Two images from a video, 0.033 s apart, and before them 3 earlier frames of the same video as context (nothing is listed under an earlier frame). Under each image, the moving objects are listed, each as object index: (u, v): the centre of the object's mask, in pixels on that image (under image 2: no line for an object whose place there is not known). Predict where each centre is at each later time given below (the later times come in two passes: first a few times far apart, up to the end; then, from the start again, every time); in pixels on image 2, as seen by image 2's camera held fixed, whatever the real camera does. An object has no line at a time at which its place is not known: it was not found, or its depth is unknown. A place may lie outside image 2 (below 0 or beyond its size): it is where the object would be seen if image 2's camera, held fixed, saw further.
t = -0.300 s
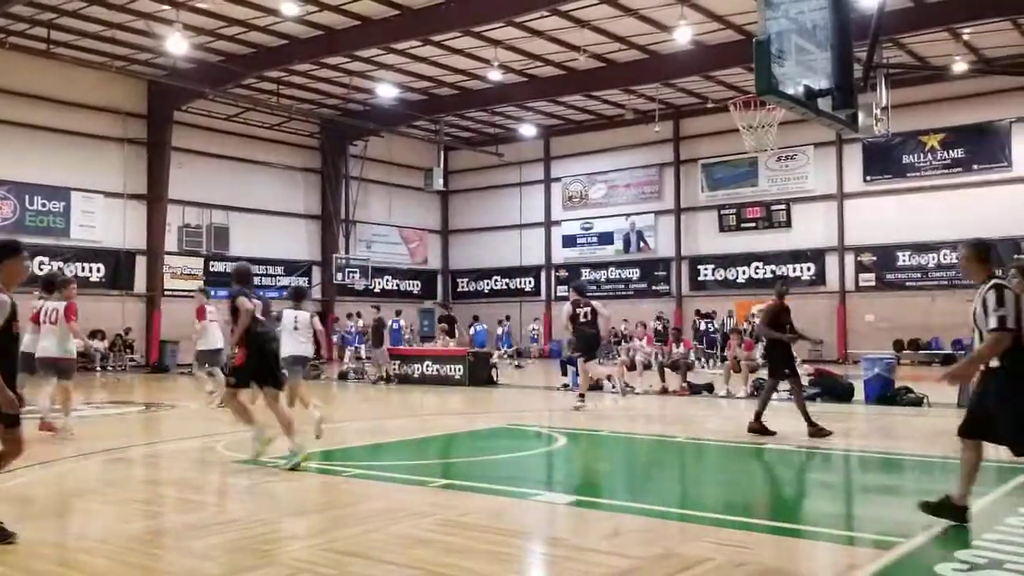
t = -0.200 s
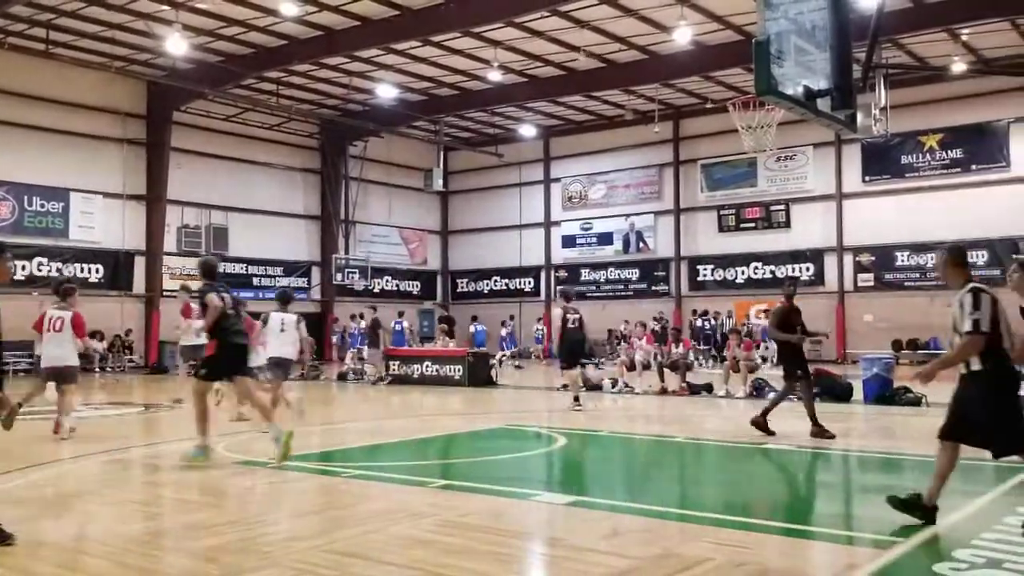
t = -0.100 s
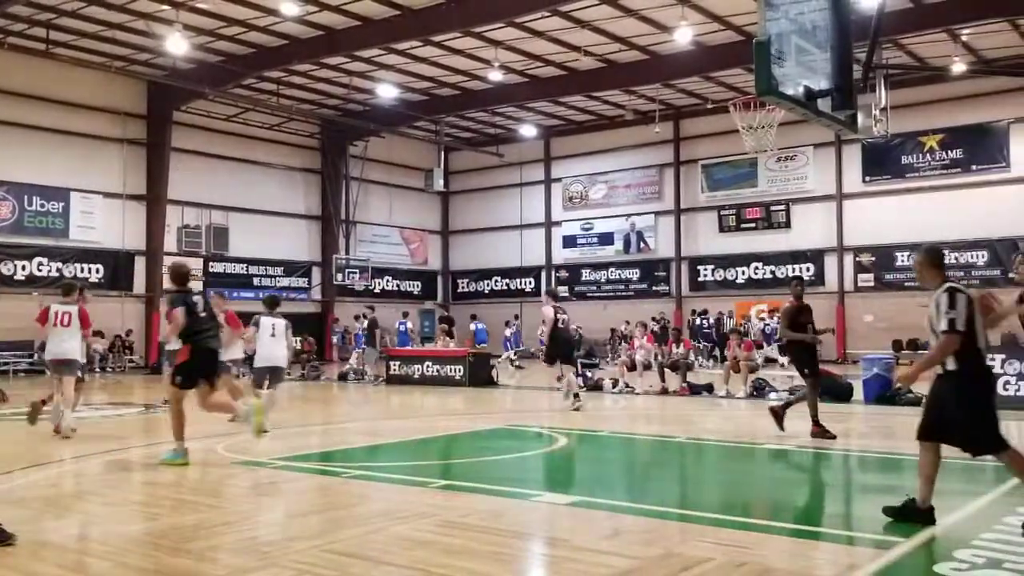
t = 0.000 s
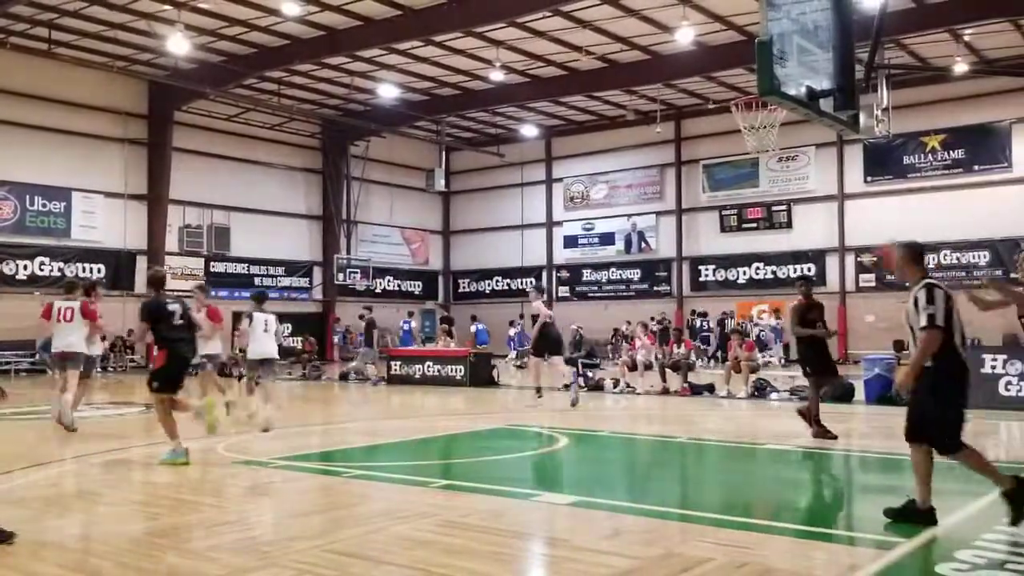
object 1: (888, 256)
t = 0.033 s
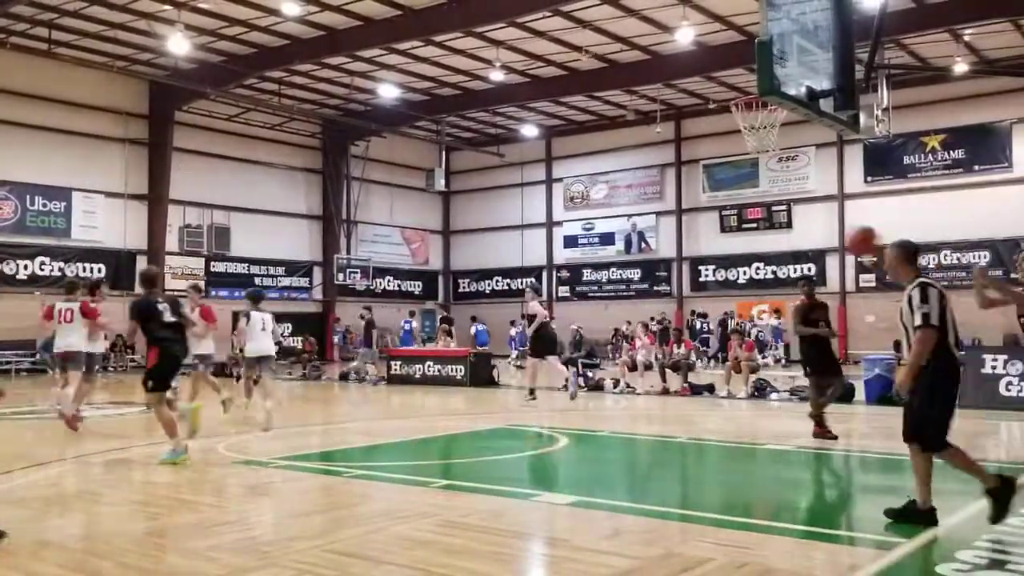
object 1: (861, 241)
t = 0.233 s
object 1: (657, 175)
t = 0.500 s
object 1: (378, 161)
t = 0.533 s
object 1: (340, 167)
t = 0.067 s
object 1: (830, 226)
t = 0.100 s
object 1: (794, 213)
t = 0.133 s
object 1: (759, 203)
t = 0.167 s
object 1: (726, 191)
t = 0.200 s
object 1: (693, 181)
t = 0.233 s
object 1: (657, 175)
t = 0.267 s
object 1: (624, 168)
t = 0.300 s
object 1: (589, 162)
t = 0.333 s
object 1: (554, 159)
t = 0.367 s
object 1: (521, 157)
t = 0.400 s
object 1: (485, 155)
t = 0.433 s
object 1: (449, 156)
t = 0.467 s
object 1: (414, 158)
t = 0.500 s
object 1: (378, 161)
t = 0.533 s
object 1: (340, 167)
